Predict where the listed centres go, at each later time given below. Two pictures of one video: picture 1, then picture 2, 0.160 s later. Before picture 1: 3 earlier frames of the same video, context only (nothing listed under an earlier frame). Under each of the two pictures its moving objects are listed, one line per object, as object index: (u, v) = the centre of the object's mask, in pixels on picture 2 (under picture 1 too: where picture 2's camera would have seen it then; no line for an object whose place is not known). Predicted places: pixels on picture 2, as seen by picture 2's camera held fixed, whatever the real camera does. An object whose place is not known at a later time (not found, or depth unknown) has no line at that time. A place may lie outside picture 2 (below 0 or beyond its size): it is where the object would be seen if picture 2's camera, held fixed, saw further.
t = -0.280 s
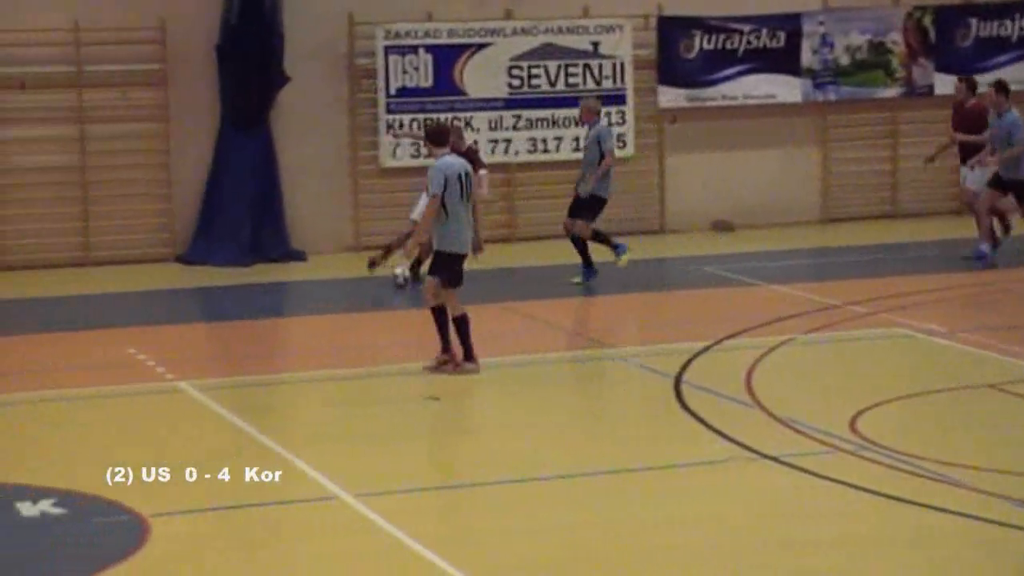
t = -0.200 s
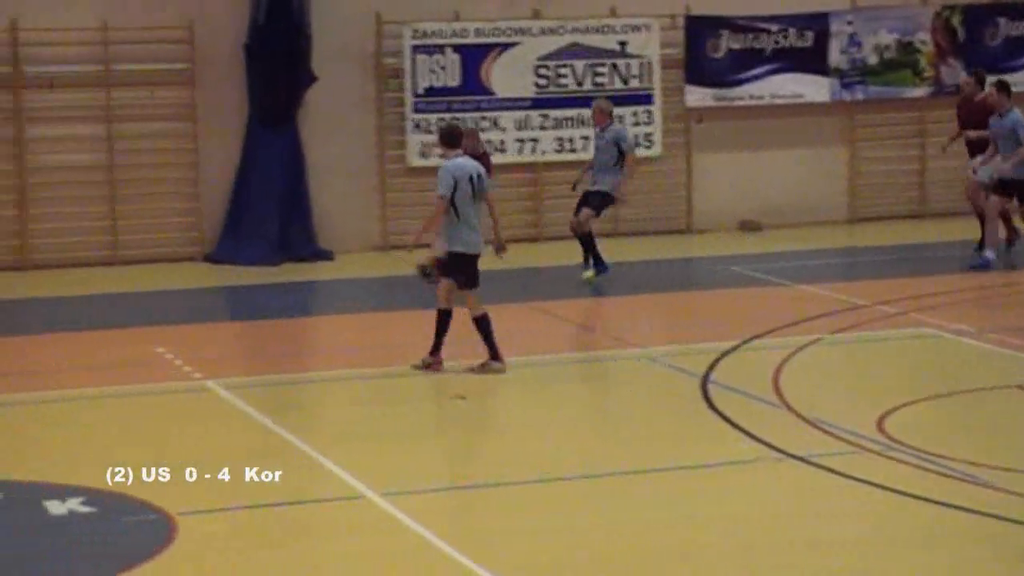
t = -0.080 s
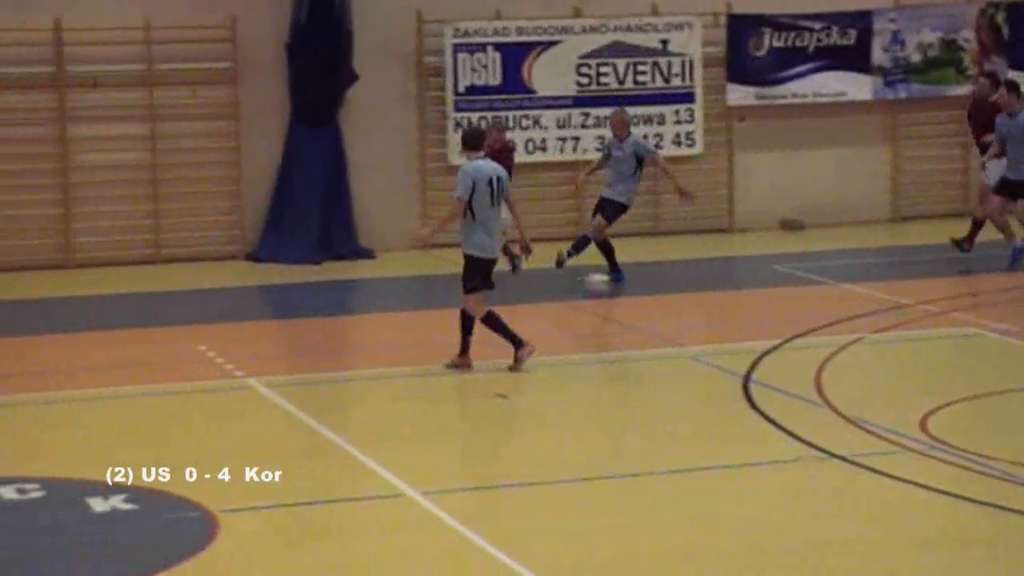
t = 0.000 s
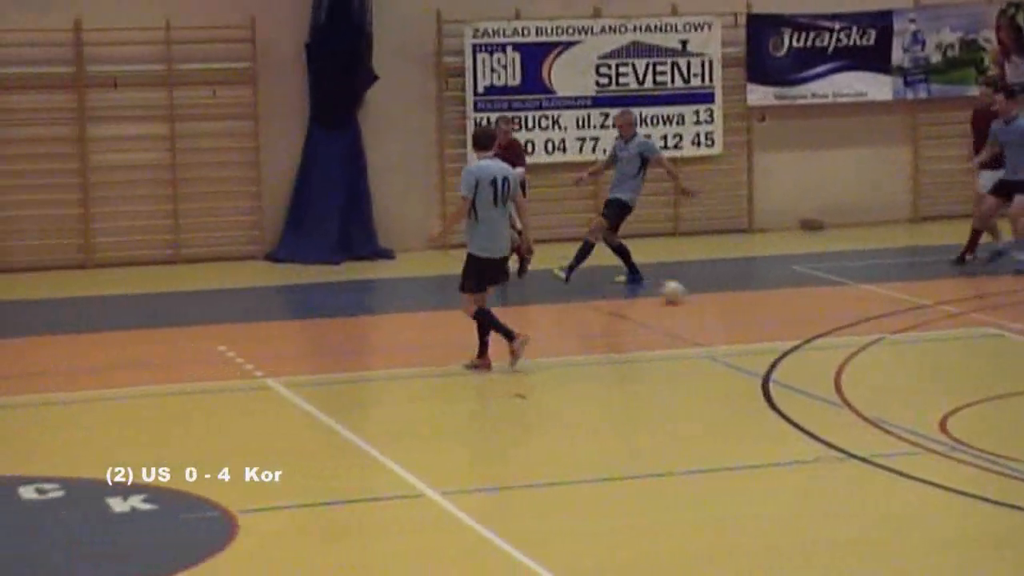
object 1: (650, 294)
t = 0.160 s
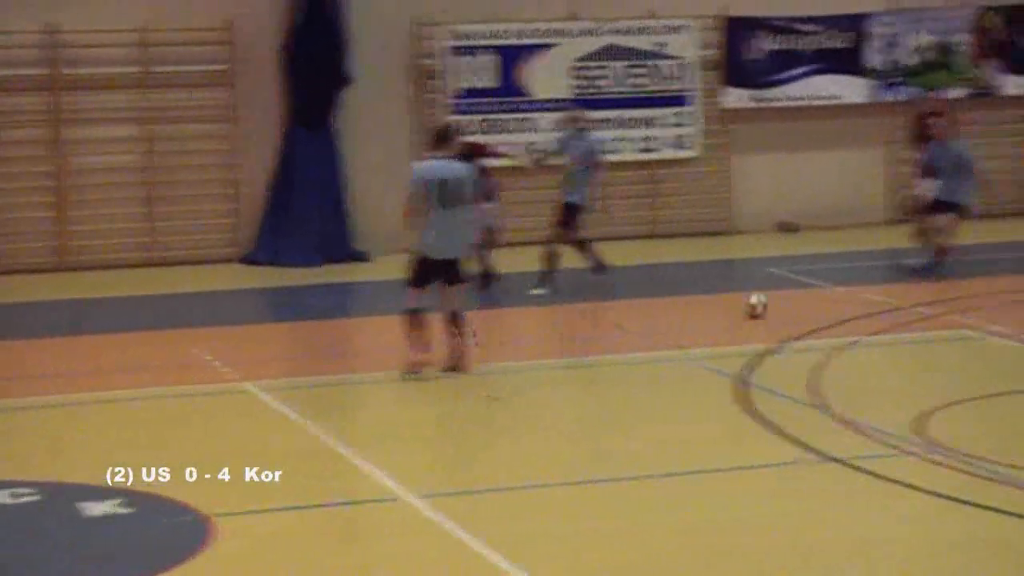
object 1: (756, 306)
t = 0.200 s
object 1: (778, 308)
